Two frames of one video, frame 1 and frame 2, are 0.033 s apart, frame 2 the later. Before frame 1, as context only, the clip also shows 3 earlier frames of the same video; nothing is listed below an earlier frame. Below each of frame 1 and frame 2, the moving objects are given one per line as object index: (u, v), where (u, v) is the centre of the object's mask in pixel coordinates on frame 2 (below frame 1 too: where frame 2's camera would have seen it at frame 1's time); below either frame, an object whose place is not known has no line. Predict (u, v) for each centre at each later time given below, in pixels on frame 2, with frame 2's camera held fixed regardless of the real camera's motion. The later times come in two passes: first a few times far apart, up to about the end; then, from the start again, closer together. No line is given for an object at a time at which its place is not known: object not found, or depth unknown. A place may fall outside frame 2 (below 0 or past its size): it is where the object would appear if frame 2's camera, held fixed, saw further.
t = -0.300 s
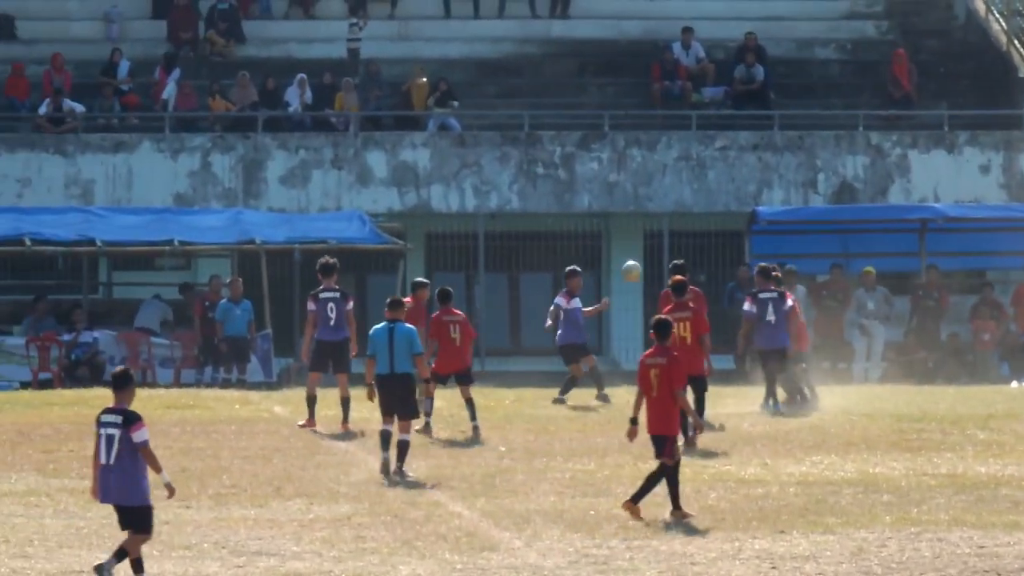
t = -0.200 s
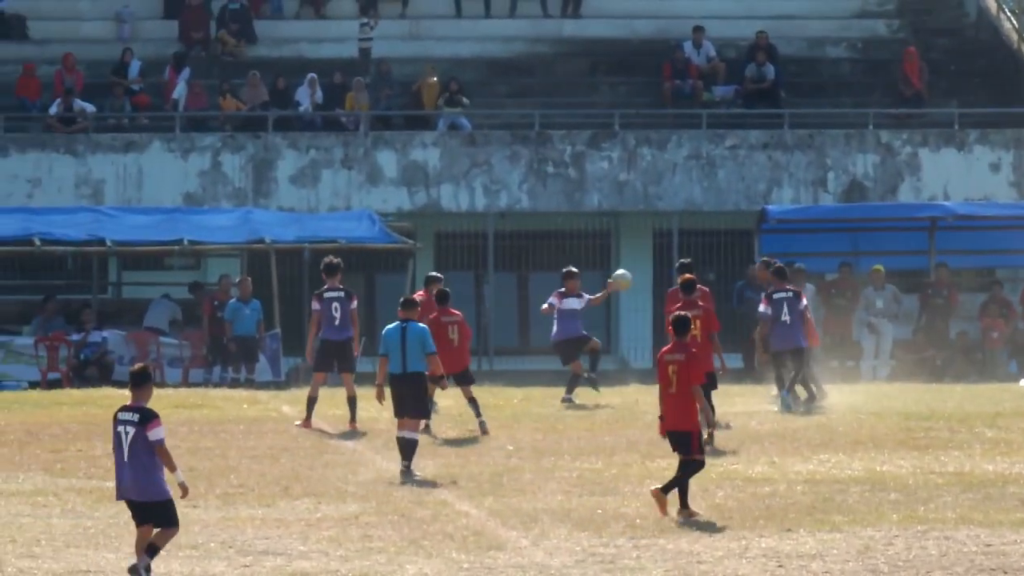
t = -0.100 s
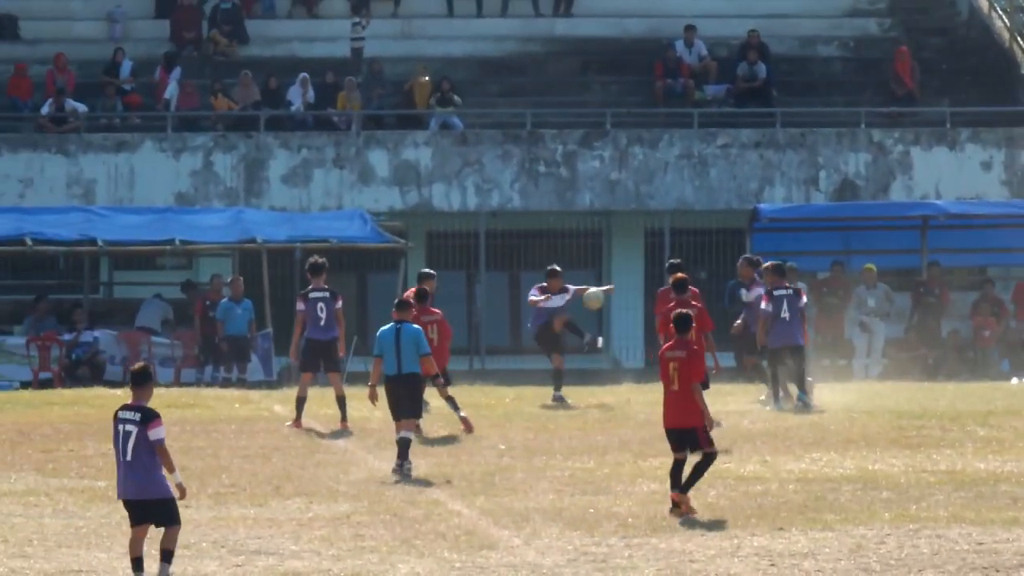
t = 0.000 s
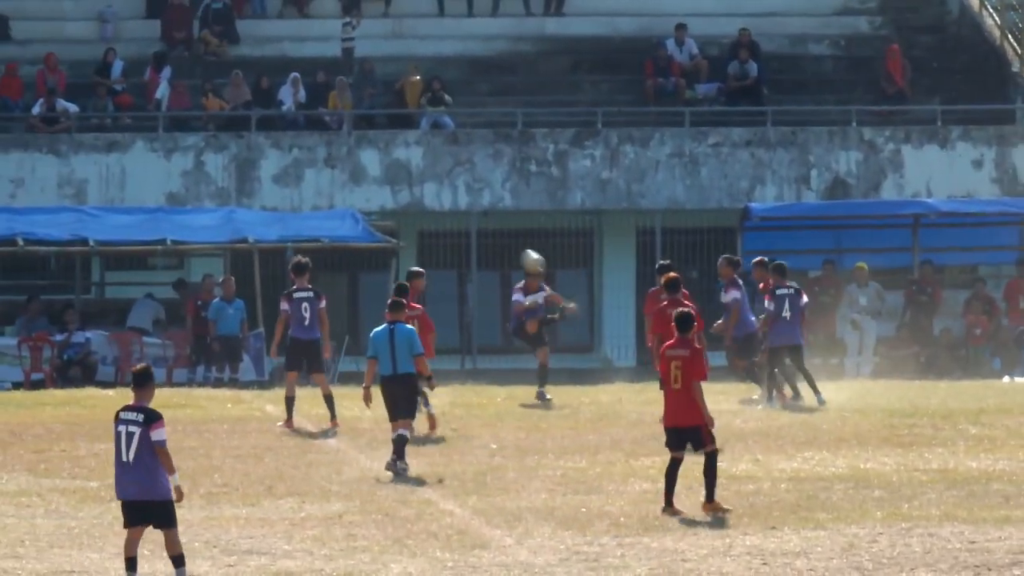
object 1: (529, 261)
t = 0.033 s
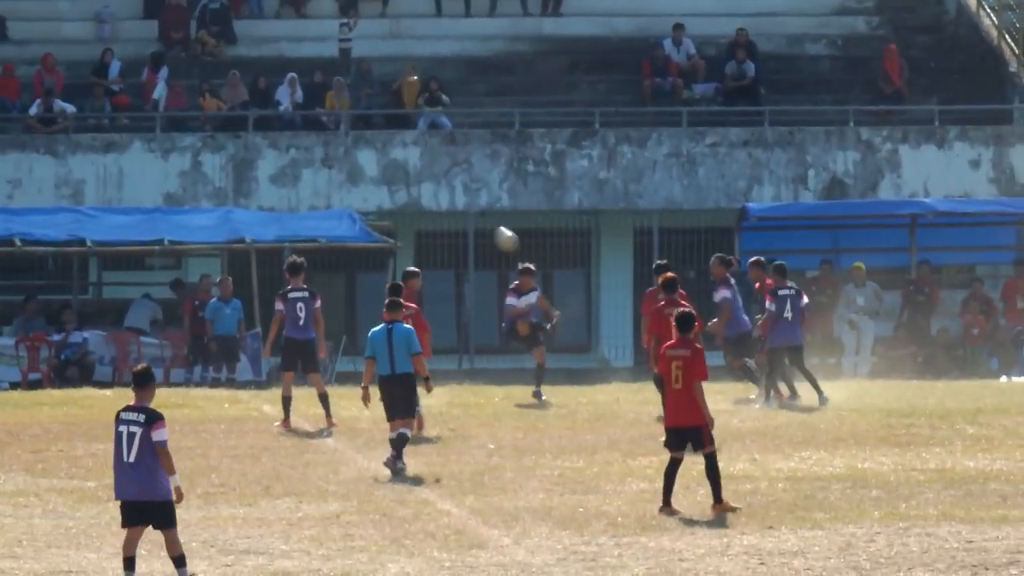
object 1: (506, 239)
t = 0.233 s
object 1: (360, 129)
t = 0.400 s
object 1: (240, 65)
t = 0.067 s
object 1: (482, 218)
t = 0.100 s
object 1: (457, 197)
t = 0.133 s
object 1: (433, 177)
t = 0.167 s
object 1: (408, 160)
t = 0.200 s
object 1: (385, 143)
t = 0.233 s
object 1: (360, 129)
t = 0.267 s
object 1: (336, 112)
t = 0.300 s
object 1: (312, 99)
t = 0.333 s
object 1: (287, 85)
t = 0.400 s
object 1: (240, 65)
